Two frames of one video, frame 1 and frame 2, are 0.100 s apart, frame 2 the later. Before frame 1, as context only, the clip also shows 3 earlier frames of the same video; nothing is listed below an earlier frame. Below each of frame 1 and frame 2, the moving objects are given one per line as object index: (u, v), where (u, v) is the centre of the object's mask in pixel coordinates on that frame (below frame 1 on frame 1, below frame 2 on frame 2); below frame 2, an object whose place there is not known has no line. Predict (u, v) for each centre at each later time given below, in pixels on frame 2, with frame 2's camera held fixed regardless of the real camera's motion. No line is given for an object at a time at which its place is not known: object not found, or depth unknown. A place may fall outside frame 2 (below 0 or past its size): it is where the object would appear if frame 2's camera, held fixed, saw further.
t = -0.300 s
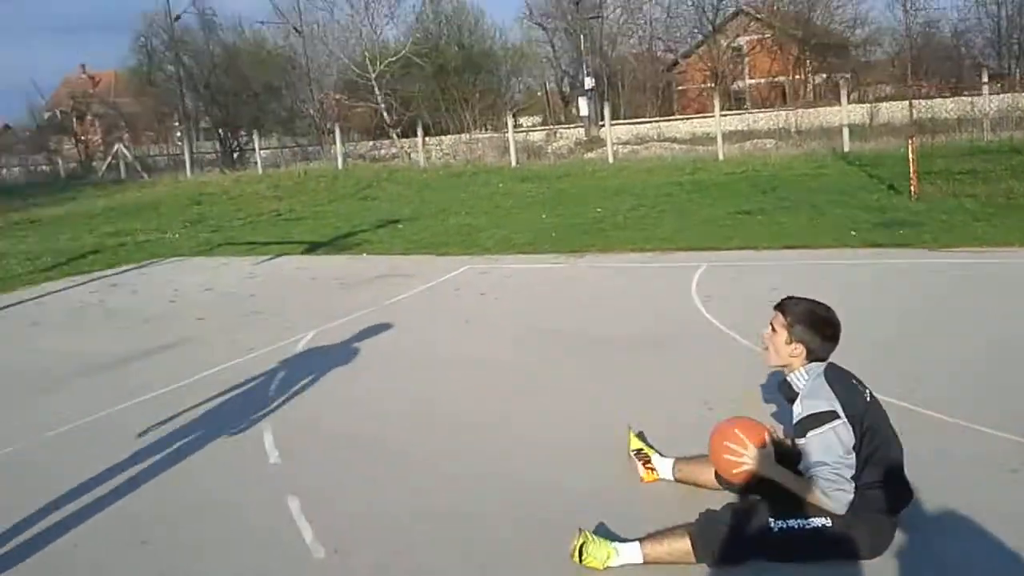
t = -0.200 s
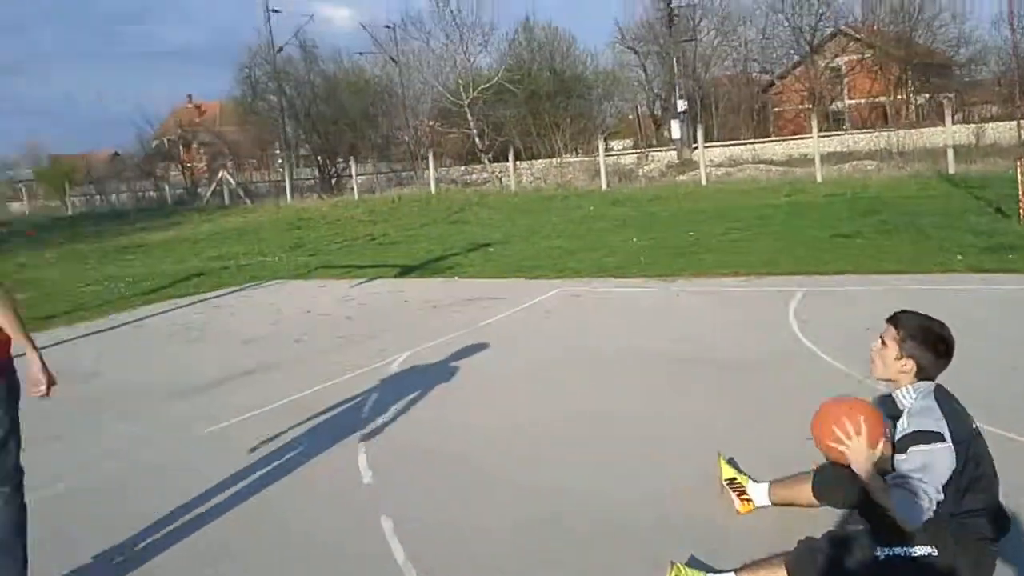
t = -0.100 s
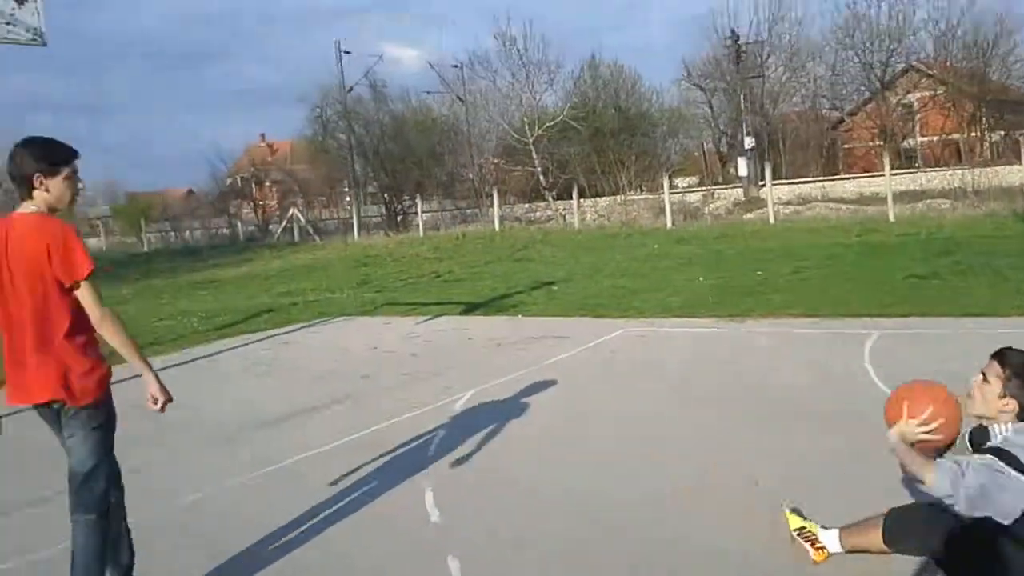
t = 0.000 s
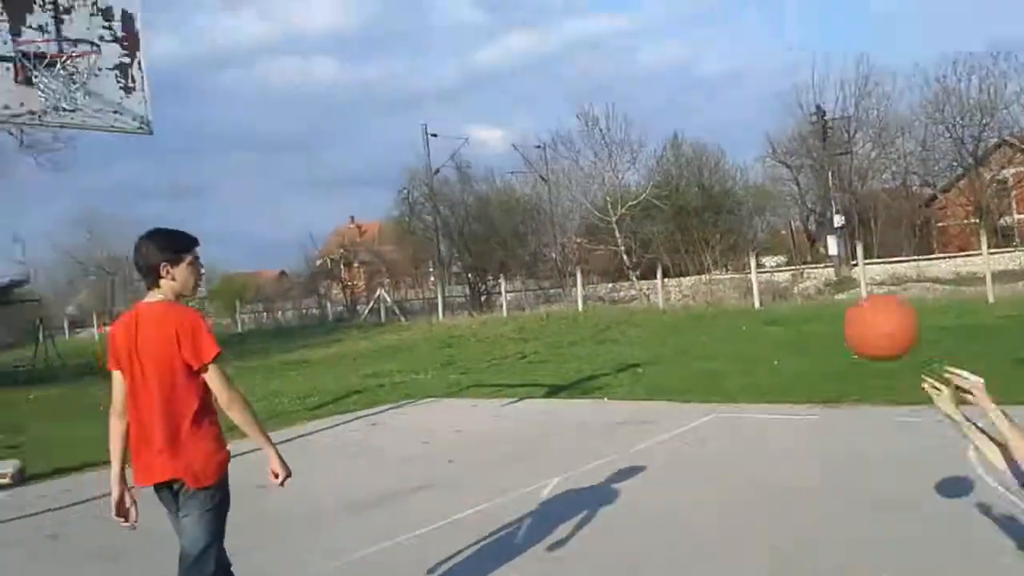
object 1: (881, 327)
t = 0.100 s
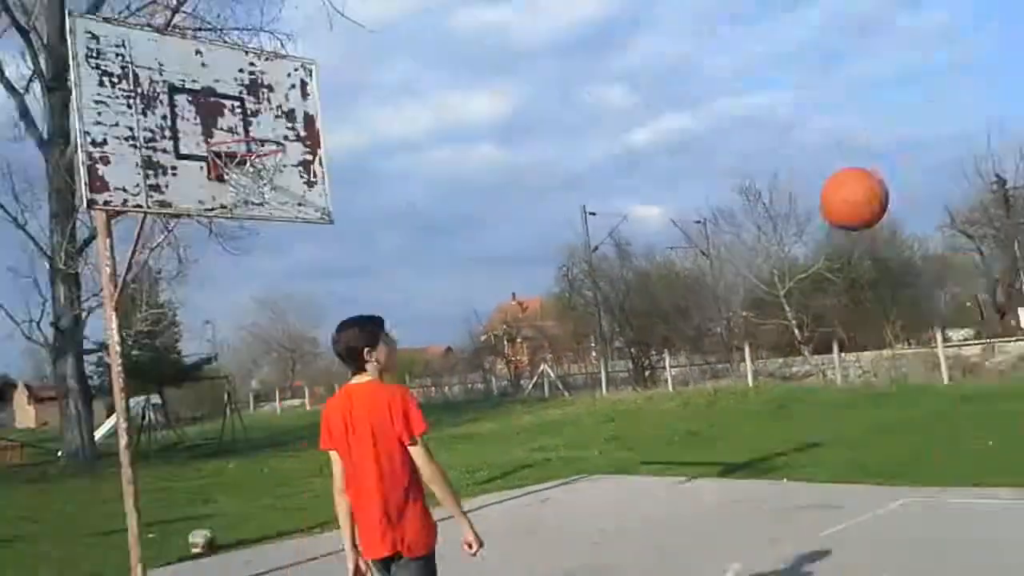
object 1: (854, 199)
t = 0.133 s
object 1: (814, 165)
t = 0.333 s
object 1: (596, 43)
